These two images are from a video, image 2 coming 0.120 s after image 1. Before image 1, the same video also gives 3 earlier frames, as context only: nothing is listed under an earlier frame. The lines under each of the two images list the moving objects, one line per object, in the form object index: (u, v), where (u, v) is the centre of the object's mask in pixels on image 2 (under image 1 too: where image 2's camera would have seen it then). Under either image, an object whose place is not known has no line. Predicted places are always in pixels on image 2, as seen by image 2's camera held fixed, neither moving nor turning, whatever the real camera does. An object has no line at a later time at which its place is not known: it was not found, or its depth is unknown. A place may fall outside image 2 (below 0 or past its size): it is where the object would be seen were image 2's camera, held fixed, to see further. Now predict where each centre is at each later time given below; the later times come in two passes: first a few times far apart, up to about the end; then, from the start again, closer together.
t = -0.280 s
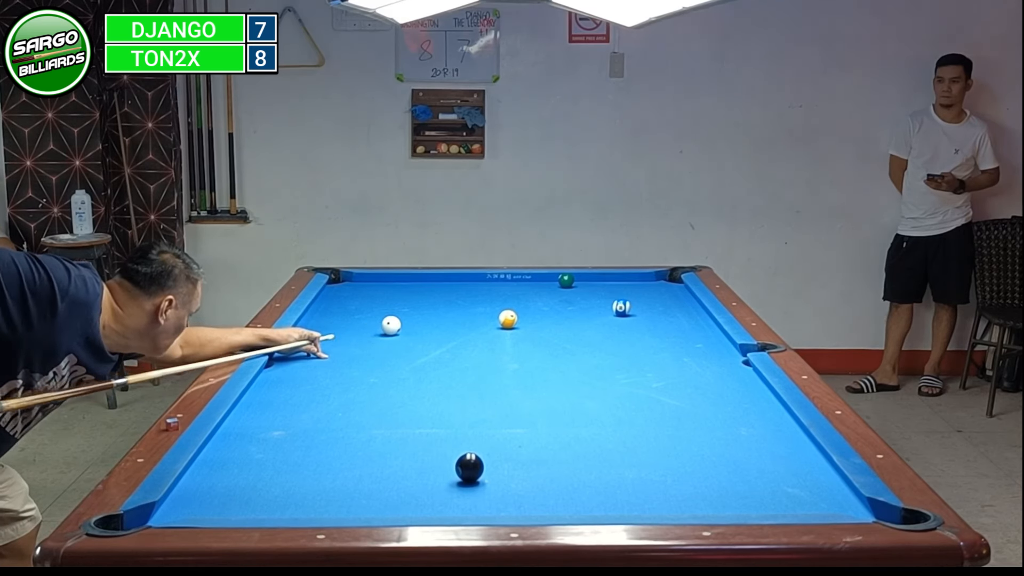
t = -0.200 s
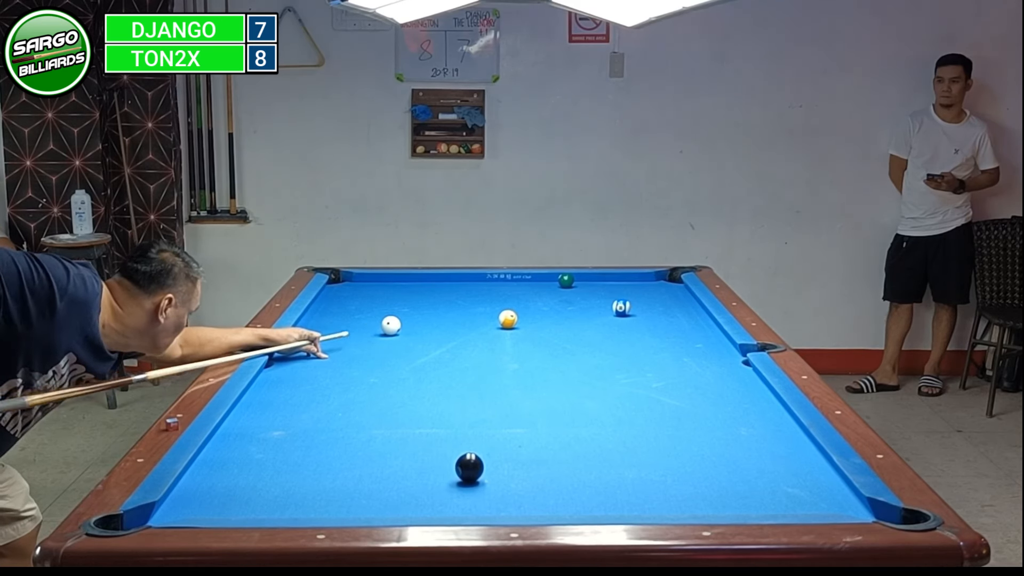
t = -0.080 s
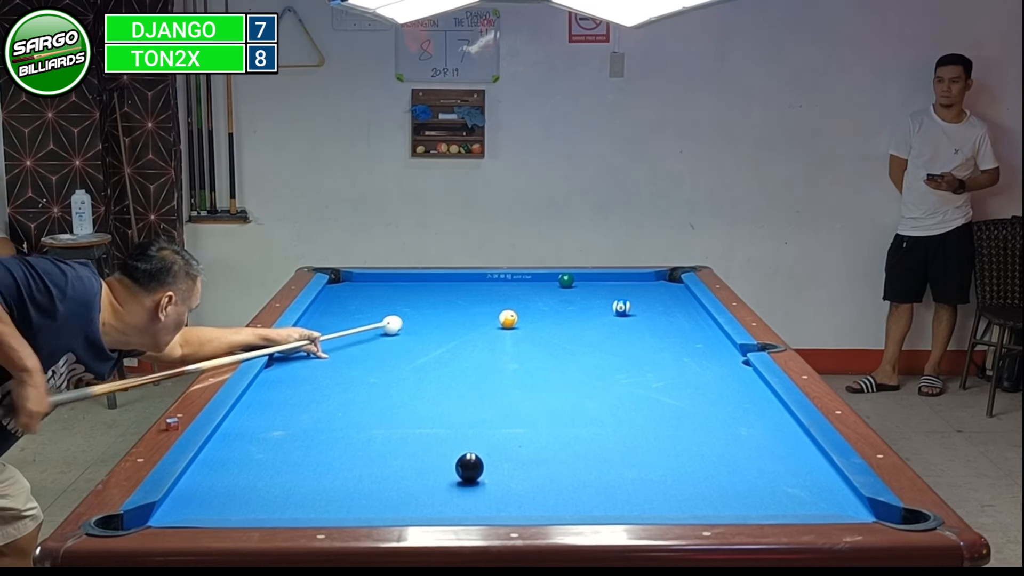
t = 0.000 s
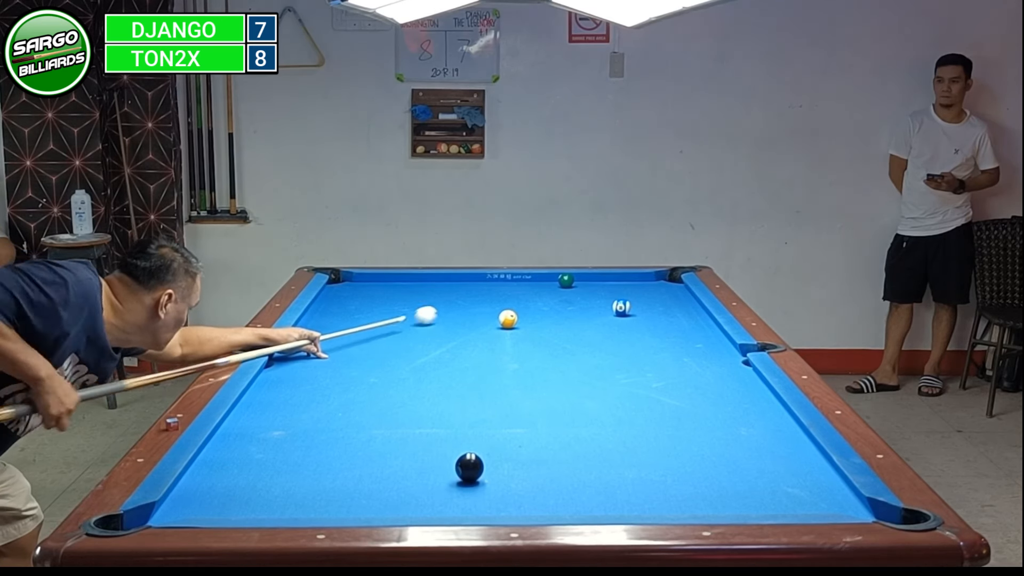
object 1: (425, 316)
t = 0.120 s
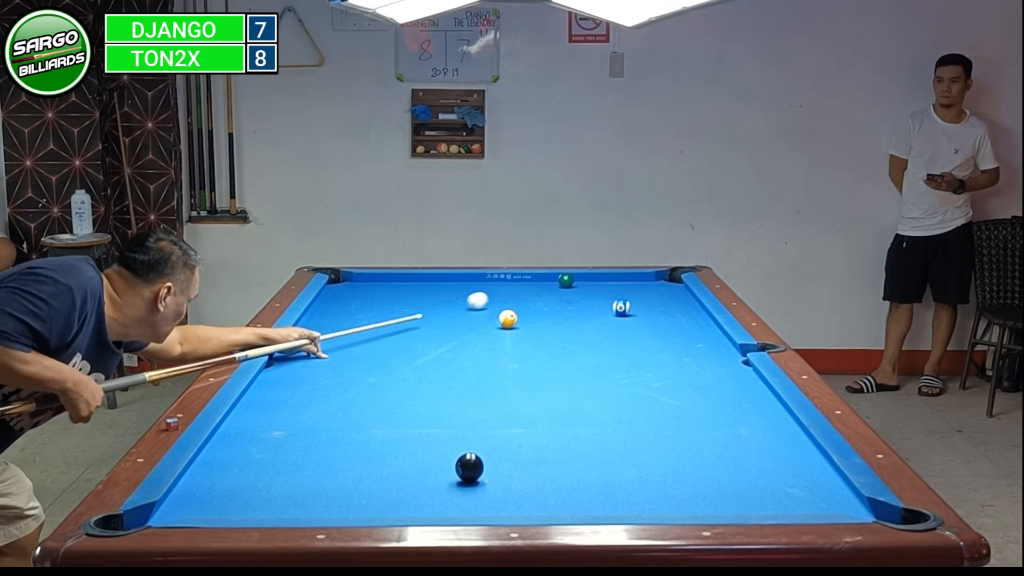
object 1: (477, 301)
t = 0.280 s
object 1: (539, 284)
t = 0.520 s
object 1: (544, 282)
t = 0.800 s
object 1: (551, 294)
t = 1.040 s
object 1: (558, 303)
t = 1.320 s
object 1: (566, 316)
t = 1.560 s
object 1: (572, 327)
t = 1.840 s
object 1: (581, 341)
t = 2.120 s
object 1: (590, 355)
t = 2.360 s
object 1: (597, 368)
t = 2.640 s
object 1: (608, 385)
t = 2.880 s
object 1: (617, 399)
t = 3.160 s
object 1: (628, 418)
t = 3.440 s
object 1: (640, 438)
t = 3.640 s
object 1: (651, 450)
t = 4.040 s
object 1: (655, 482)
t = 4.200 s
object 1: (674, 496)
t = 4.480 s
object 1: (685, 506)
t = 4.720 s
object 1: (683, 501)
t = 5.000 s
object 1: (681, 494)
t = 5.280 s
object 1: (679, 485)
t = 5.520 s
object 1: (677, 480)
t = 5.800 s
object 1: (675, 474)
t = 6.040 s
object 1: (673, 471)
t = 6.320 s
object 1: (672, 468)
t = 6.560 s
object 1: (671, 466)
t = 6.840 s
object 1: (671, 465)
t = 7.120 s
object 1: (672, 465)
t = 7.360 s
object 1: (672, 465)
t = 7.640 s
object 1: (672, 465)
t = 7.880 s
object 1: (672, 465)
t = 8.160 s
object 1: (672, 465)
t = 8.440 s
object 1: (672, 465)
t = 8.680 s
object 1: (672, 465)
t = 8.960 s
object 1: (672, 465)
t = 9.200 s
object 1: (672, 465)
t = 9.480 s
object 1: (672, 465)
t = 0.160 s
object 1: (497, 296)
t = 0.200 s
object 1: (510, 292)
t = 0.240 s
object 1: (528, 287)
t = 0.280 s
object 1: (539, 284)
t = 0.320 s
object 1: (550, 281)
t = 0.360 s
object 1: (547, 277)
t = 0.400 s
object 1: (545, 277)
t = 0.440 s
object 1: (545, 278)
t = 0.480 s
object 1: (544, 281)
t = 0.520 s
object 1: (544, 282)
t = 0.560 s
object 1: (545, 284)
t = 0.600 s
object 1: (546, 286)
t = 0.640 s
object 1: (547, 287)
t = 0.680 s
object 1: (548, 289)
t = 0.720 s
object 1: (549, 290)
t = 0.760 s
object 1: (550, 292)
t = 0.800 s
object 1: (551, 294)
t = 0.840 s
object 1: (552, 295)
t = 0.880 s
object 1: (553, 297)
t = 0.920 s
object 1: (554, 299)
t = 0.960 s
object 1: (555, 300)
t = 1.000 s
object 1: (557, 302)
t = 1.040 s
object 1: (558, 303)
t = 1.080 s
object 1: (558, 305)
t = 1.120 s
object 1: (560, 307)
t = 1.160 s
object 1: (561, 308)
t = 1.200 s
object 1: (562, 311)
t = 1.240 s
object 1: (563, 312)
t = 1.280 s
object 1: (564, 314)
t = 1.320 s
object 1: (566, 316)
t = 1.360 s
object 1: (567, 318)
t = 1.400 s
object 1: (568, 320)
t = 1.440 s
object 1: (569, 321)
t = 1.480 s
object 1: (570, 323)
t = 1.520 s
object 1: (572, 325)
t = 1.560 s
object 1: (572, 327)
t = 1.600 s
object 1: (573, 329)
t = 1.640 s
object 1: (575, 331)
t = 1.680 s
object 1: (576, 333)
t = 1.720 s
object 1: (578, 335)
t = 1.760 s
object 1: (578, 337)
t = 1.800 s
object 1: (580, 339)
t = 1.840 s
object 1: (581, 341)
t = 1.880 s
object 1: (582, 343)
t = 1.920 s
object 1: (583, 345)
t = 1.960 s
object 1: (585, 347)
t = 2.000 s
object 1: (586, 349)
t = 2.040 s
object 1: (587, 351)
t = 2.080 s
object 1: (589, 353)
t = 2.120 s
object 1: (590, 355)
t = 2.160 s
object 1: (591, 358)
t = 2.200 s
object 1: (592, 360)
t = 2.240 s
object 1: (593, 362)
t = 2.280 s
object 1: (595, 365)
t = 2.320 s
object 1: (596, 366)
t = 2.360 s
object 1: (597, 368)
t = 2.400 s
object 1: (599, 371)
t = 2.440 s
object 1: (600, 373)
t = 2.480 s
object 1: (602, 376)
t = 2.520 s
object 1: (603, 378)
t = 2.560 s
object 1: (605, 380)
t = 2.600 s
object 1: (607, 383)
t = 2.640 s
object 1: (608, 385)
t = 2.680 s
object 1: (609, 387)
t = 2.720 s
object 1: (611, 390)
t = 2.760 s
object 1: (612, 392)
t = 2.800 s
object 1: (614, 395)
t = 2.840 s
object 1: (616, 397)
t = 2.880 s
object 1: (617, 399)
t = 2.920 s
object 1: (619, 403)
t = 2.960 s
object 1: (620, 405)
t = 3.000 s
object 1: (621, 407)
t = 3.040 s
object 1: (623, 410)
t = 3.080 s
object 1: (625, 412)
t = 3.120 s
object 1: (626, 416)
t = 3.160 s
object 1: (628, 418)
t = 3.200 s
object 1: (629, 421)
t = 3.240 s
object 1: (631, 424)
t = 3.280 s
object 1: (632, 426)
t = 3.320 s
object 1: (634, 428)
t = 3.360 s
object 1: (636, 433)
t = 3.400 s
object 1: (637, 435)
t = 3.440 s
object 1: (640, 438)
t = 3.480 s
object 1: (641, 441)
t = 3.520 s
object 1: (643, 443)
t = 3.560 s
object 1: (645, 447)
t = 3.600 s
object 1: (646, 449)
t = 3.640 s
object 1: (651, 450)
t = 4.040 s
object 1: (655, 482)
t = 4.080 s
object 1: (668, 486)
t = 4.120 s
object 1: (670, 489)
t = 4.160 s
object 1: (672, 492)
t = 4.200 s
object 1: (674, 496)
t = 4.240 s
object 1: (676, 498)
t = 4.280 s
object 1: (677, 500)
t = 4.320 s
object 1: (680, 503)
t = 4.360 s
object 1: (682, 504)
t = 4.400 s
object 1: (684, 506)
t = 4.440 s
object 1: (686, 507)
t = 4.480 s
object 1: (685, 506)
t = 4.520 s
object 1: (685, 505)
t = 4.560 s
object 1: (684, 504)
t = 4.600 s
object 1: (684, 504)
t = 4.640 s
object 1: (683, 503)
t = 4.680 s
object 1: (683, 502)
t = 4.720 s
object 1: (683, 501)
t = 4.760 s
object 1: (683, 500)
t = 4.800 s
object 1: (682, 499)
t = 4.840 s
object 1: (682, 498)
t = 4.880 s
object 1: (682, 497)
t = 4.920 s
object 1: (681, 495)
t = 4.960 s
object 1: (681, 494)
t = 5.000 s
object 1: (681, 494)
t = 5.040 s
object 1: (681, 491)
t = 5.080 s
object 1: (680, 491)
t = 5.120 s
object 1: (680, 490)
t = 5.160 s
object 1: (680, 488)
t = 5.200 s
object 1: (679, 487)
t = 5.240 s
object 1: (679, 486)
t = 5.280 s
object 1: (679, 485)
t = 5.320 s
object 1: (679, 484)
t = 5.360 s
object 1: (678, 483)
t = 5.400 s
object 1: (678, 482)
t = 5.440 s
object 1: (678, 481)
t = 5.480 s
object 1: (677, 480)
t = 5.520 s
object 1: (677, 480)
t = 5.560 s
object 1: (677, 479)
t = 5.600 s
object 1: (676, 478)
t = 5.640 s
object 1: (676, 477)
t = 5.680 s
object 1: (676, 476)
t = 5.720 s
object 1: (676, 476)
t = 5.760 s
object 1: (675, 475)
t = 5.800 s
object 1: (675, 474)
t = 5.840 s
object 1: (674, 473)
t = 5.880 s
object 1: (674, 473)
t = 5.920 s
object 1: (673, 472)
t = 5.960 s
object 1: (673, 472)
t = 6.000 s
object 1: (673, 471)
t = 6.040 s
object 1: (673, 471)
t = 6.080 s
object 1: (672, 470)
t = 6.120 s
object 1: (672, 470)
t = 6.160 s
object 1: (672, 469)
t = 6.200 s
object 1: (672, 469)
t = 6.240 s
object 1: (672, 468)
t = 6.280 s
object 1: (672, 468)
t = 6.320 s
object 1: (672, 468)
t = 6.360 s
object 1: (672, 467)
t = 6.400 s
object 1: (671, 467)
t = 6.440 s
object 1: (671, 467)
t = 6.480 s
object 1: (671, 467)
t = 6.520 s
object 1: (671, 466)
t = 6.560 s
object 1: (671, 466)
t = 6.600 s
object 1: (671, 466)
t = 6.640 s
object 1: (671, 466)
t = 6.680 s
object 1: (671, 466)
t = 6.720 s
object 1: (671, 465)
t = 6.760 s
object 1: (671, 465)
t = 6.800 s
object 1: (671, 465)
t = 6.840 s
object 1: (671, 465)
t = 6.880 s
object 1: (671, 465)
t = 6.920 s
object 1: (672, 465)
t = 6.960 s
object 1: (672, 465)
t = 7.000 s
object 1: (672, 465)
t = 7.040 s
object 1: (672, 465)
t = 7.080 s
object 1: (672, 465)
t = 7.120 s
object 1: (672, 465)
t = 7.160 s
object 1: (672, 465)
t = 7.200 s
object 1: (672, 465)
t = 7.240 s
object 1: (672, 465)
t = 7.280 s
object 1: (672, 465)
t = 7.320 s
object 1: (672, 465)
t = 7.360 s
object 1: (672, 465)
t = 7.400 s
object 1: (672, 465)
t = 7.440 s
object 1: (672, 465)
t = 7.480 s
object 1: (672, 465)
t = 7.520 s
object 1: (672, 465)
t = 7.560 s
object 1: (672, 465)
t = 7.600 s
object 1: (672, 465)
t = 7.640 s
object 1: (672, 465)
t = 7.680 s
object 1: (672, 465)
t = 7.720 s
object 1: (672, 465)
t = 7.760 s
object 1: (672, 465)
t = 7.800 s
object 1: (672, 465)
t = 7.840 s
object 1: (672, 465)
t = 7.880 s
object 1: (672, 465)
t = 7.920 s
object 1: (672, 465)
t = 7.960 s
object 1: (672, 465)
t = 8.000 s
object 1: (672, 465)
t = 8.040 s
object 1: (672, 465)
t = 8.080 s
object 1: (672, 465)
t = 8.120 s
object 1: (672, 465)
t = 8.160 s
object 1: (672, 465)
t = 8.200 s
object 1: (672, 465)
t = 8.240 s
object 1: (672, 465)
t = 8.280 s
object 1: (672, 465)
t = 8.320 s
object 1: (672, 465)
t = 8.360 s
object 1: (672, 465)
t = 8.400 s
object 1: (672, 465)
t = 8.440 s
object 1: (672, 465)
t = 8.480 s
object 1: (672, 465)
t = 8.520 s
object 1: (672, 465)
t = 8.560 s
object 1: (672, 465)
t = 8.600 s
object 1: (672, 465)
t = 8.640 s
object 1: (672, 465)
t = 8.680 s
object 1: (672, 465)
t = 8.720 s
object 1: (672, 465)
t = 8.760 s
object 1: (672, 465)
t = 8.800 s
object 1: (672, 465)
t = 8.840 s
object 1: (672, 465)
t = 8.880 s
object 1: (672, 465)
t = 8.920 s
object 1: (672, 465)
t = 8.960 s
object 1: (672, 465)
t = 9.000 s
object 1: (672, 465)
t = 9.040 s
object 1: (672, 465)
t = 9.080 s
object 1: (672, 465)
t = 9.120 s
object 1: (672, 465)
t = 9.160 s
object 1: (672, 465)
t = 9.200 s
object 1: (672, 465)
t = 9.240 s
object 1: (672, 465)
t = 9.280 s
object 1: (672, 465)
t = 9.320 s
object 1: (672, 465)
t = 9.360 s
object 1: (672, 465)
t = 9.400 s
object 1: (672, 465)
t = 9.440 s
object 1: (672, 465)
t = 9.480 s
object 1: (672, 465)
